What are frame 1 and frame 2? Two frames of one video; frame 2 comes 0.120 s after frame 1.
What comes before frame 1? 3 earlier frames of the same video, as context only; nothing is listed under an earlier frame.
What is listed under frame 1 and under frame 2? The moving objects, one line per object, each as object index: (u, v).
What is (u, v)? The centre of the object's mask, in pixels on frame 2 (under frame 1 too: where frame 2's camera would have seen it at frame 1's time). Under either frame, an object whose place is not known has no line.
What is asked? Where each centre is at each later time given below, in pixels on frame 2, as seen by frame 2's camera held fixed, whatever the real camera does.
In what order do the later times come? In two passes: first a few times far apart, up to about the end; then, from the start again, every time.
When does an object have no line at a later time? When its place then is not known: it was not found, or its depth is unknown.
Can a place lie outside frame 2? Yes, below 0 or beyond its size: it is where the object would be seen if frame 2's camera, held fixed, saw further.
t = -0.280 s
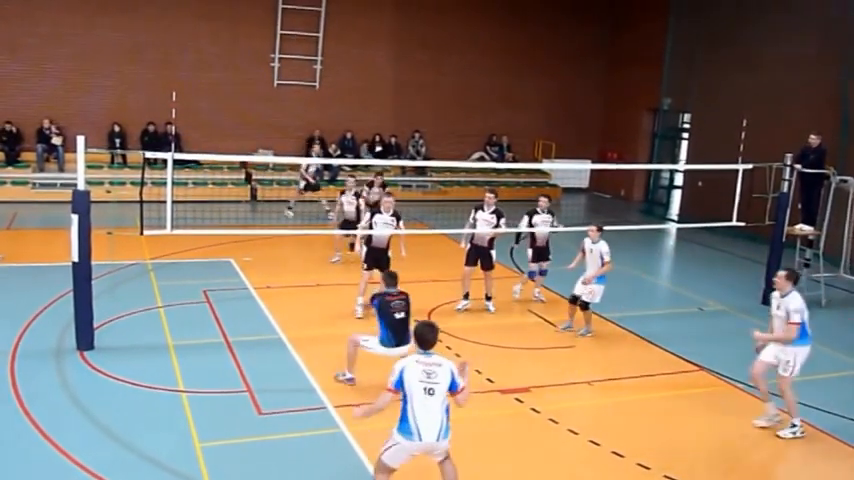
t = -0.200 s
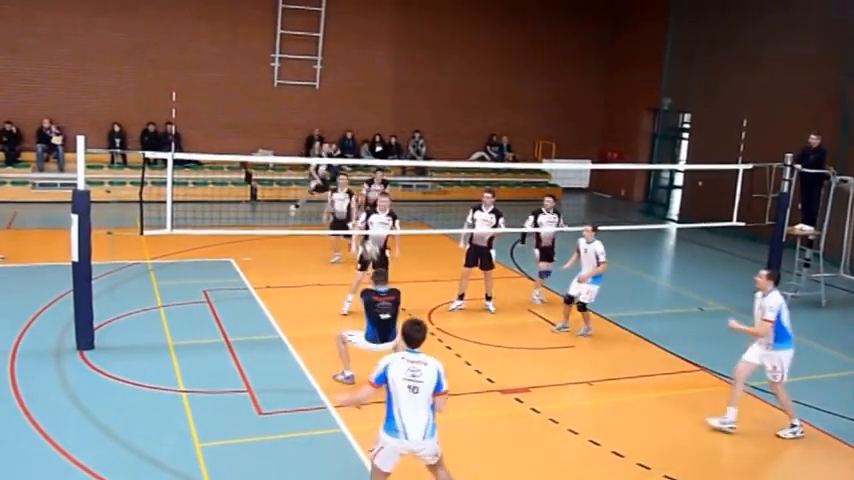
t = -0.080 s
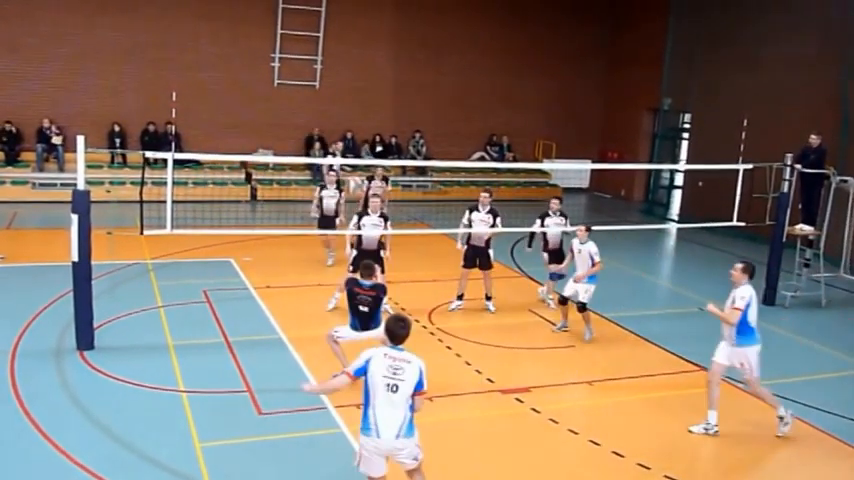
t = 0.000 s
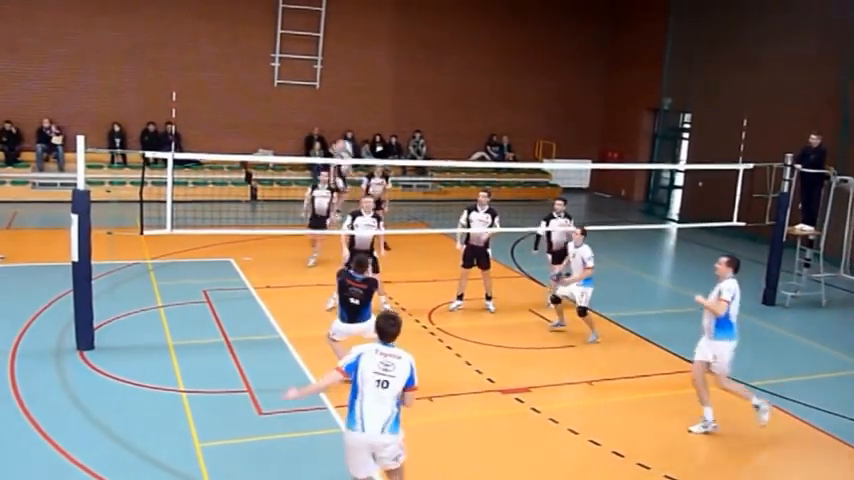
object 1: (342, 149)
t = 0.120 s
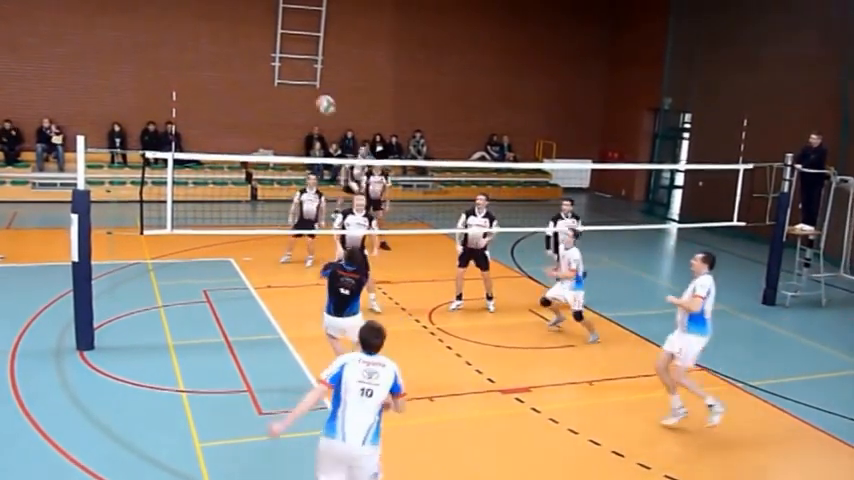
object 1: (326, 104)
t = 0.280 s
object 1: (300, 64)
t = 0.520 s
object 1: (261, 46)
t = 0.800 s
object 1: (216, 93)
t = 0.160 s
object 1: (319, 93)
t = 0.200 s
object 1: (313, 81)
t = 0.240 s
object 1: (306, 71)
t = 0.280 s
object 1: (300, 64)
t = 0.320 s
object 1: (295, 57)
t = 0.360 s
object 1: (289, 52)
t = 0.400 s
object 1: (281, 49)
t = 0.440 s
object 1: (275, 47)
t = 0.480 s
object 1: (268, 46)
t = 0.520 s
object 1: (261, 46)
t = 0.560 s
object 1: (255, 49)
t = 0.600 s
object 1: (250, 52)
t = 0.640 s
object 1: (243, 58)
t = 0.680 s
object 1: (236, 65)
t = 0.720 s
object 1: (229, 73)
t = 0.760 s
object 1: (223, 83)
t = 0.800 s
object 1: (216, 93)
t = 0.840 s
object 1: (210, 106)
